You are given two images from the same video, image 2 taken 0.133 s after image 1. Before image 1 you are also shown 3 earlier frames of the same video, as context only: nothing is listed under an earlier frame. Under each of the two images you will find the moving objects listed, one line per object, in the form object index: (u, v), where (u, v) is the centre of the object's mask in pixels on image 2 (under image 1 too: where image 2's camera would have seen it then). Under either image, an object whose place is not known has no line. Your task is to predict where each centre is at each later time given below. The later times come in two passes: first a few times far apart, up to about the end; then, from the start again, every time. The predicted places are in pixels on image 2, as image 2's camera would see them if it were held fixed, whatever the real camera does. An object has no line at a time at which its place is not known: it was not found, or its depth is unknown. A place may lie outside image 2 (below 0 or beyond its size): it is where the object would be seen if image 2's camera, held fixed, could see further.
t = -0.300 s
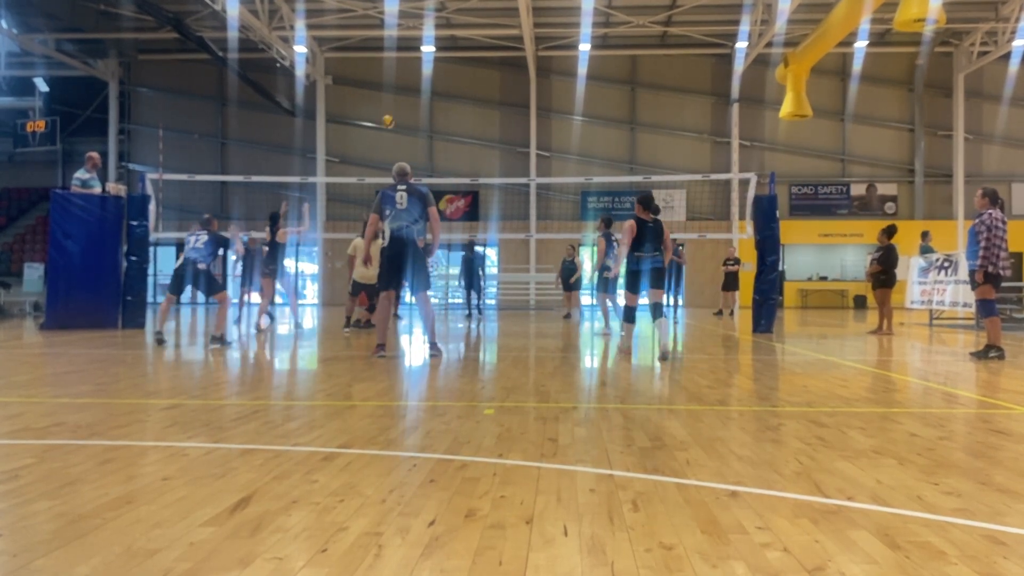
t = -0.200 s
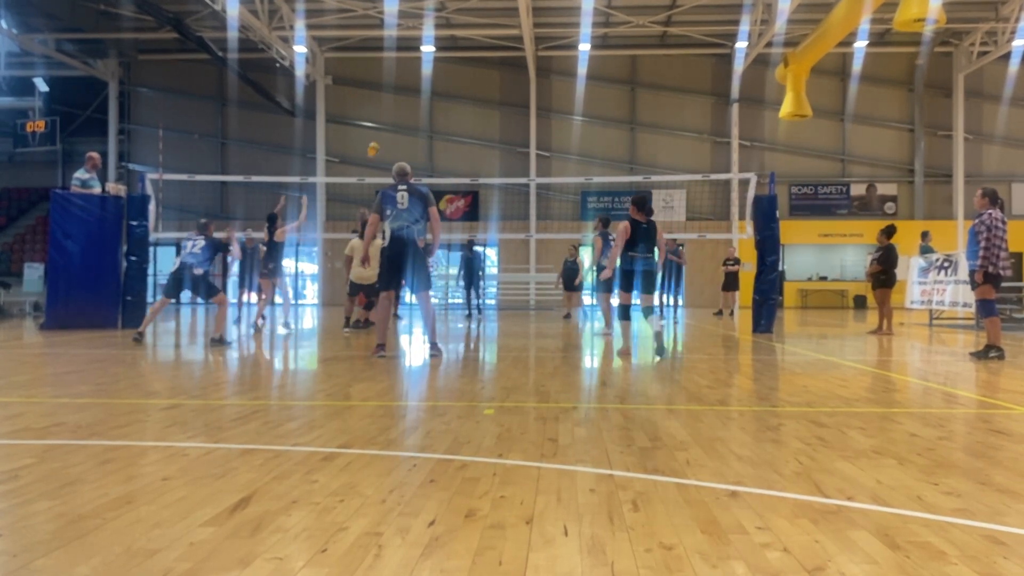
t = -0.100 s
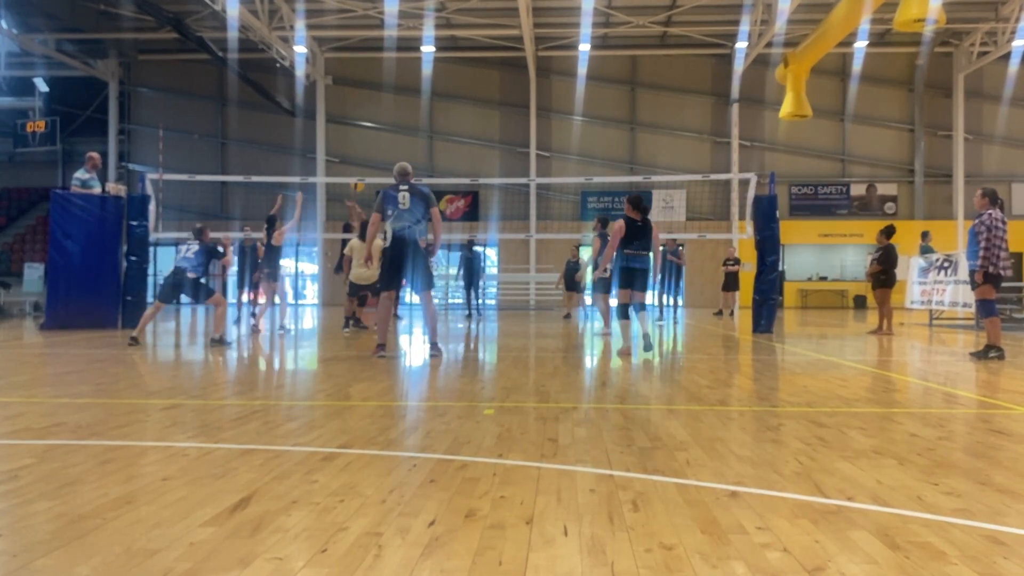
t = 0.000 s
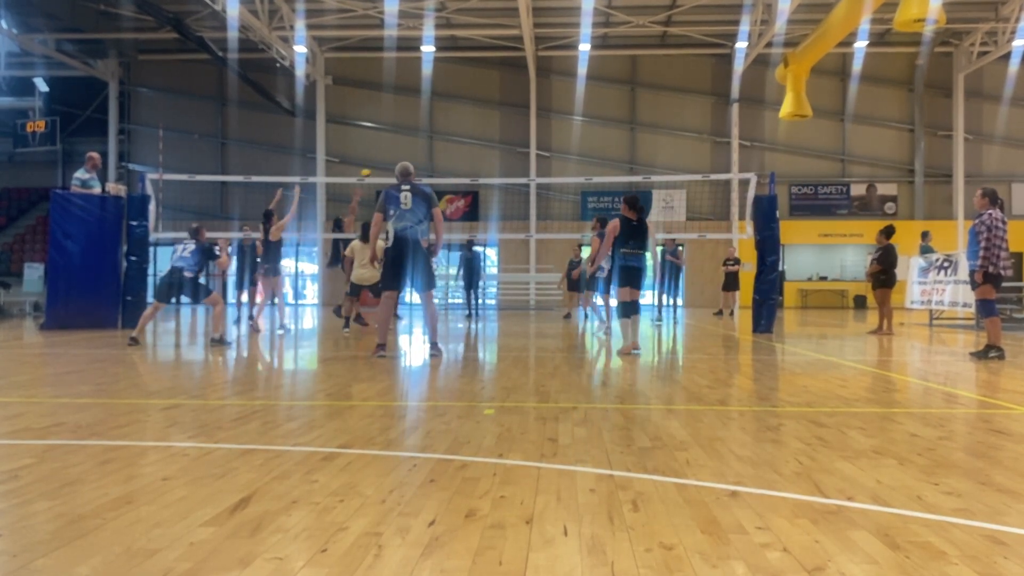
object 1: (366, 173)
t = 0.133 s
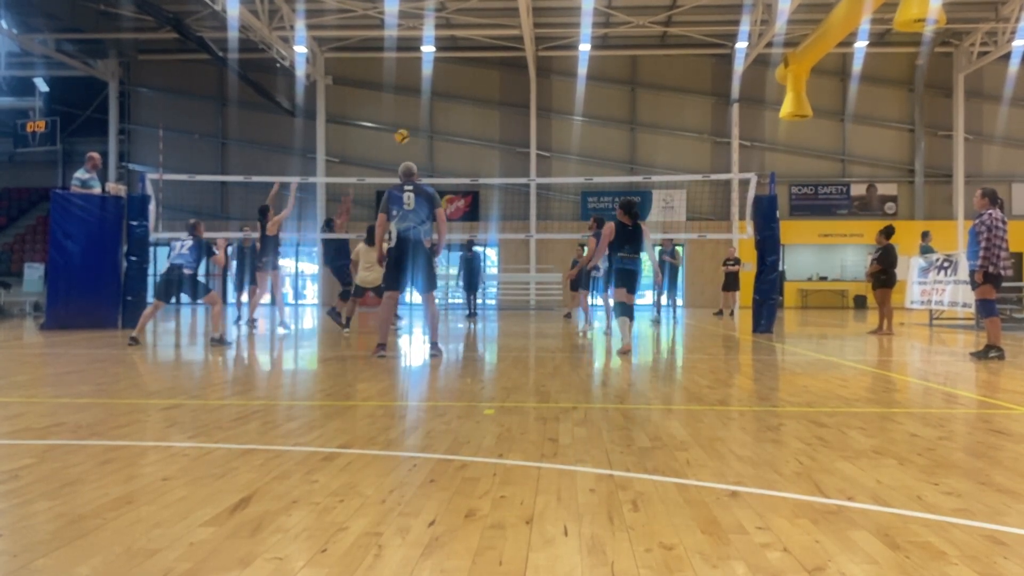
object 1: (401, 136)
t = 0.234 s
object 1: (428, 114)
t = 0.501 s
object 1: (497, 83)
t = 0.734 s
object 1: (555, 93)
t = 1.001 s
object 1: (619, 142)
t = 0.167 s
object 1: (410, 128)
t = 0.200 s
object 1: (419, 120)
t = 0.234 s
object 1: (428, 114)
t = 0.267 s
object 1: (437, 107)
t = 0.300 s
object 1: (446, 102)
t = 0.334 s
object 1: (454, 97)
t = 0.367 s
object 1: (463, 93)
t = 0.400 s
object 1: (471, 89)
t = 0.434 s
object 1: (480, 87)
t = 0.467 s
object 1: (488, 84)
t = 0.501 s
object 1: (497, 83)
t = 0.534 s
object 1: (505, 83)
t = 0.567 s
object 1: (514, 83)
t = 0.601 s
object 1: (522, 83)
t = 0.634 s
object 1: (531, 84)
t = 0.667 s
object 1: (539, 86)
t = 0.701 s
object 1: (547, 89)
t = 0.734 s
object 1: (555, 93)
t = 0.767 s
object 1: (563, 96)
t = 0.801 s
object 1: (571, 101)
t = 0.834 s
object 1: (579, 106)
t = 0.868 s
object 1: (588, 112)
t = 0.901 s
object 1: (595, 119)
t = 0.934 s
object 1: (603, 126)
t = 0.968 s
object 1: (611, 134)
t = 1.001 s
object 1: (619, 142)
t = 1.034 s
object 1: (627, 151)
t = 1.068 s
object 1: (634, 161)
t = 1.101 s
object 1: (642, 170)
